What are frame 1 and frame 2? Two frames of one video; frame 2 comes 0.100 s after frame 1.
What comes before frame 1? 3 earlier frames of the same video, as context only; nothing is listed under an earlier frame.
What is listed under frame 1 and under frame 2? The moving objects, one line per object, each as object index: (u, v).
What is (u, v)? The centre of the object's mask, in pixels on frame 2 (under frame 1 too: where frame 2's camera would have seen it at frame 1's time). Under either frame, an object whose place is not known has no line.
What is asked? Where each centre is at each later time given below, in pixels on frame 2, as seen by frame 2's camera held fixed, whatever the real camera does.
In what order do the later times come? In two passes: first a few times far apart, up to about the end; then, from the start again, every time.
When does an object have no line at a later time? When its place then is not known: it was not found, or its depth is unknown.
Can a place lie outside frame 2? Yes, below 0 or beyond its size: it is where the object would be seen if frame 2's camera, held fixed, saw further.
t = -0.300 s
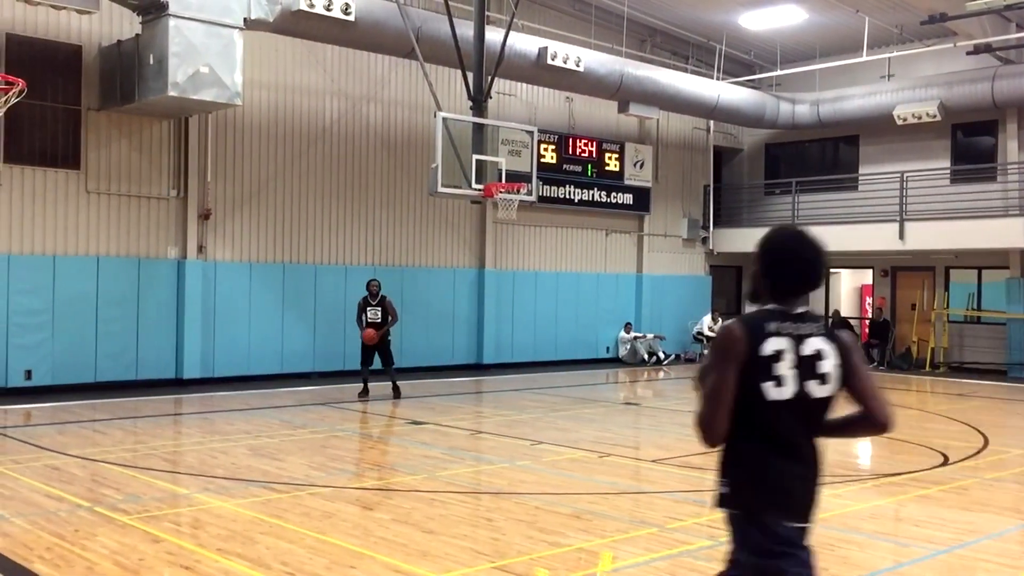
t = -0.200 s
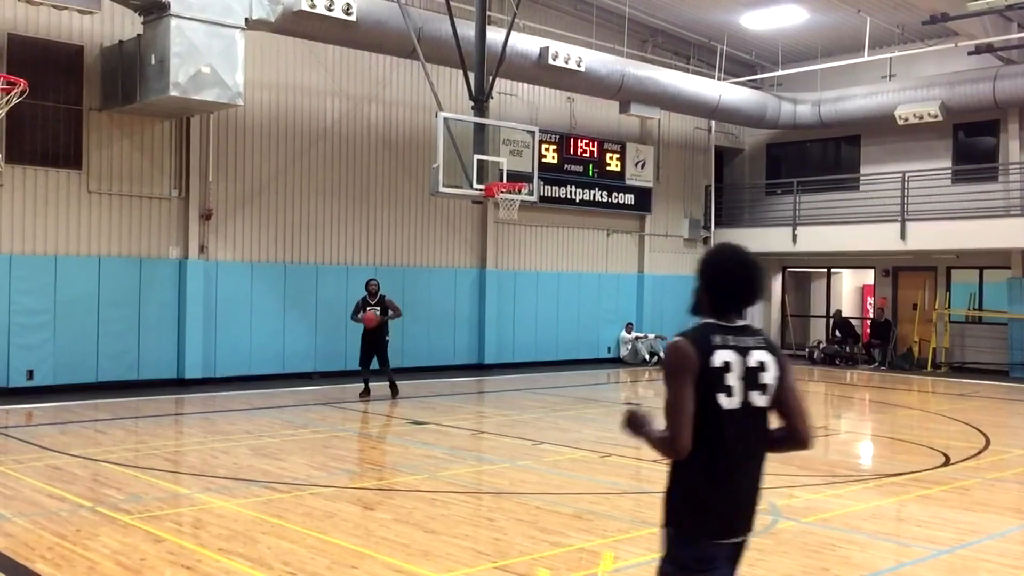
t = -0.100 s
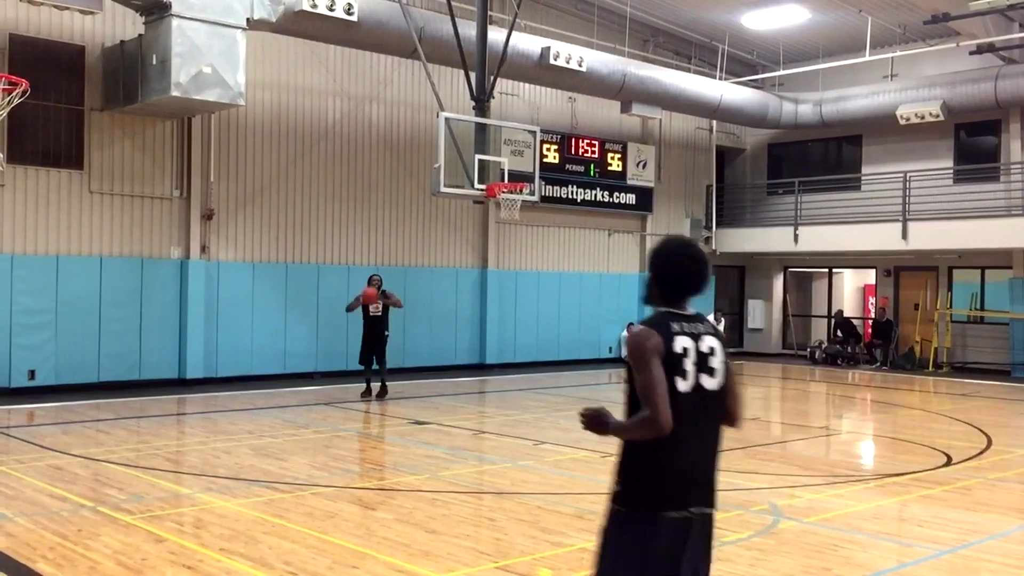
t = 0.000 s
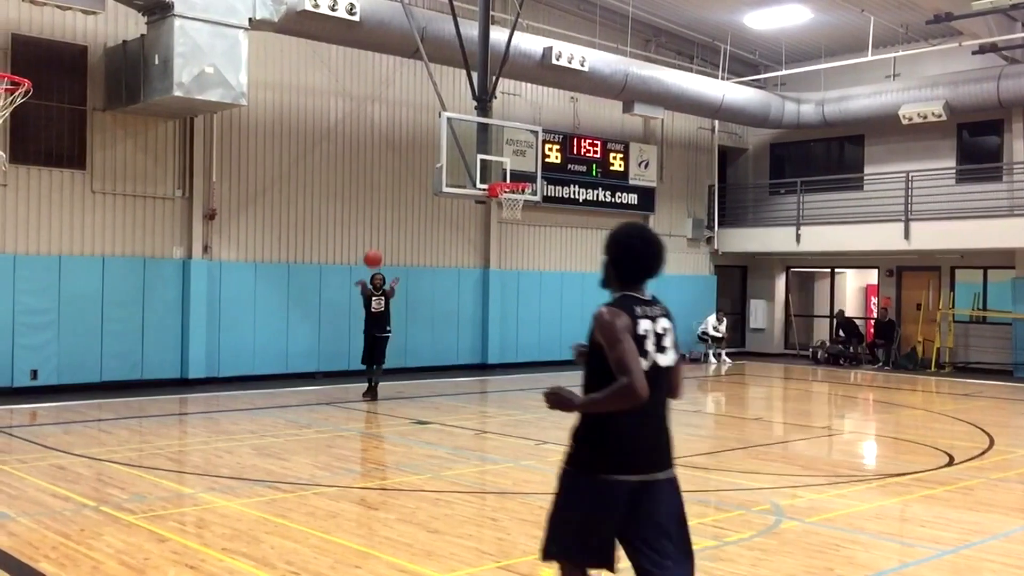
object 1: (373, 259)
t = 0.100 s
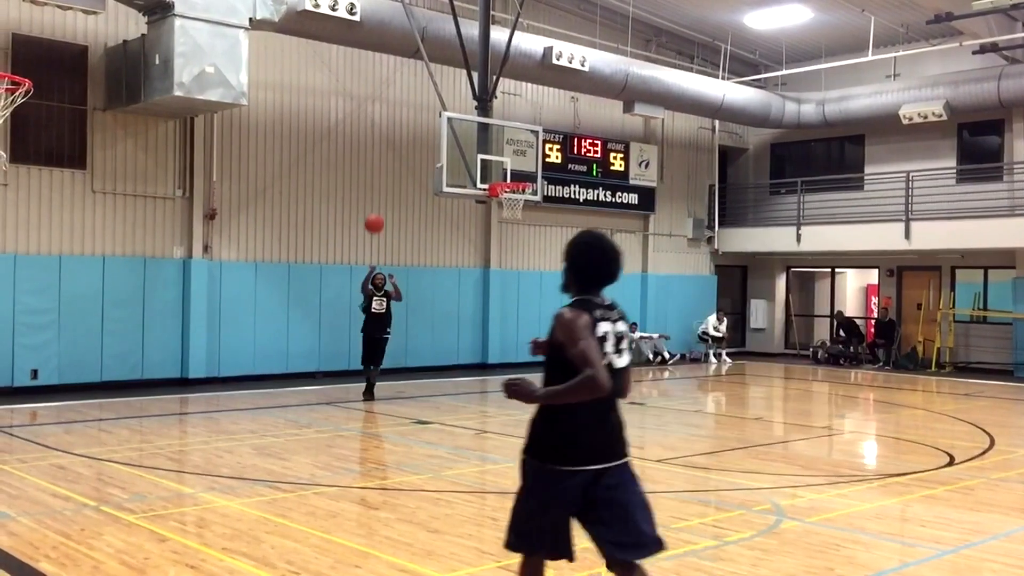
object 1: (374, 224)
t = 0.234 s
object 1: (375, 181)
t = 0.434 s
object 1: (377, 132)
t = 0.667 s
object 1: (376, 112)
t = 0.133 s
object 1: (374, 213)
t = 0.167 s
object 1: (374, 202)
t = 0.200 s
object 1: (375, 191)
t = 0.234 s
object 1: (375, 181)
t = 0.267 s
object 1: (375, 171)
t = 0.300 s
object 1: (376, 162)
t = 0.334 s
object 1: (376, 154)
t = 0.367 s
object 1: (376, 146)
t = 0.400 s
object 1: (377, 139)
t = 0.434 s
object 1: (377, 132)
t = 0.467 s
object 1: (377, 126)
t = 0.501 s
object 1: (378, 121)
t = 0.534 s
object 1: (377, 117)
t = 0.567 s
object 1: (377, 113)
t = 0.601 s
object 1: (377, 112)
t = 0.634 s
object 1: (377, 111)
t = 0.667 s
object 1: (376, 112)
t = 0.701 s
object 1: (375, 114)
